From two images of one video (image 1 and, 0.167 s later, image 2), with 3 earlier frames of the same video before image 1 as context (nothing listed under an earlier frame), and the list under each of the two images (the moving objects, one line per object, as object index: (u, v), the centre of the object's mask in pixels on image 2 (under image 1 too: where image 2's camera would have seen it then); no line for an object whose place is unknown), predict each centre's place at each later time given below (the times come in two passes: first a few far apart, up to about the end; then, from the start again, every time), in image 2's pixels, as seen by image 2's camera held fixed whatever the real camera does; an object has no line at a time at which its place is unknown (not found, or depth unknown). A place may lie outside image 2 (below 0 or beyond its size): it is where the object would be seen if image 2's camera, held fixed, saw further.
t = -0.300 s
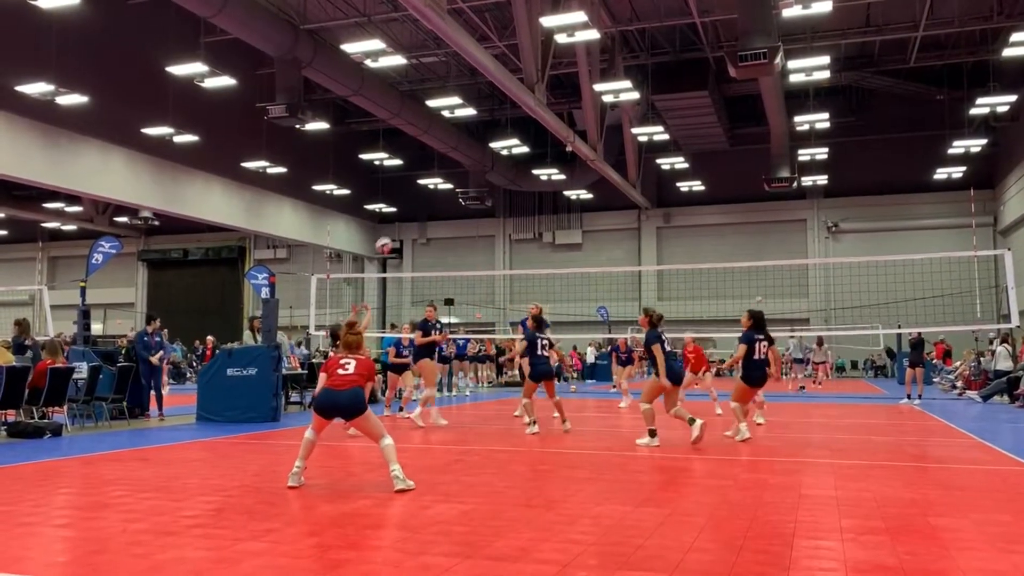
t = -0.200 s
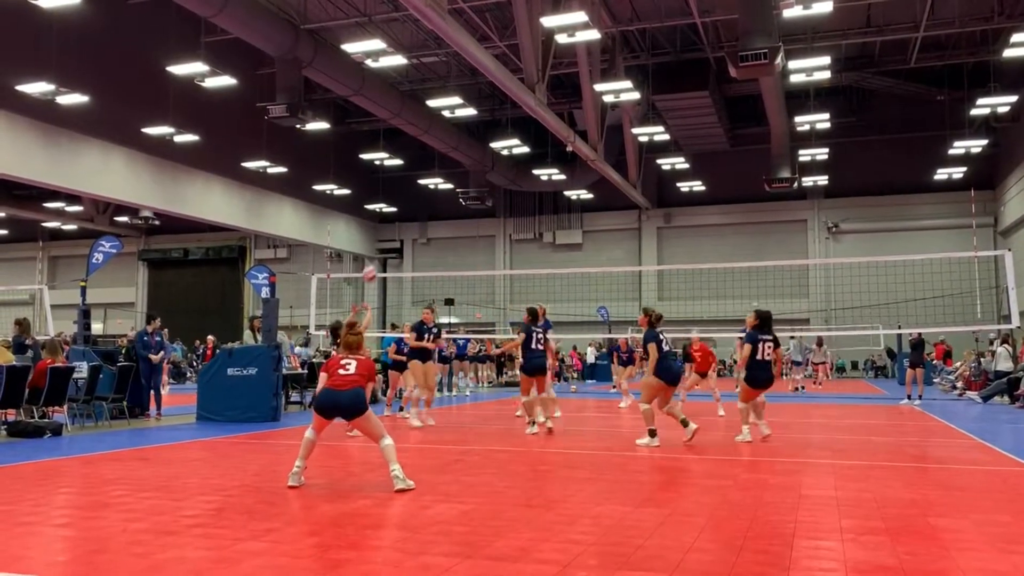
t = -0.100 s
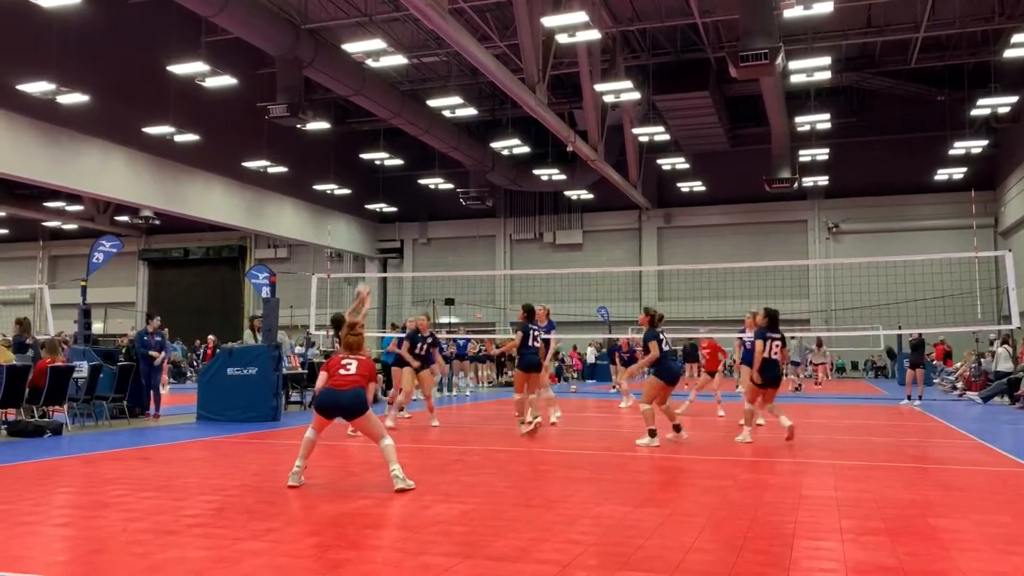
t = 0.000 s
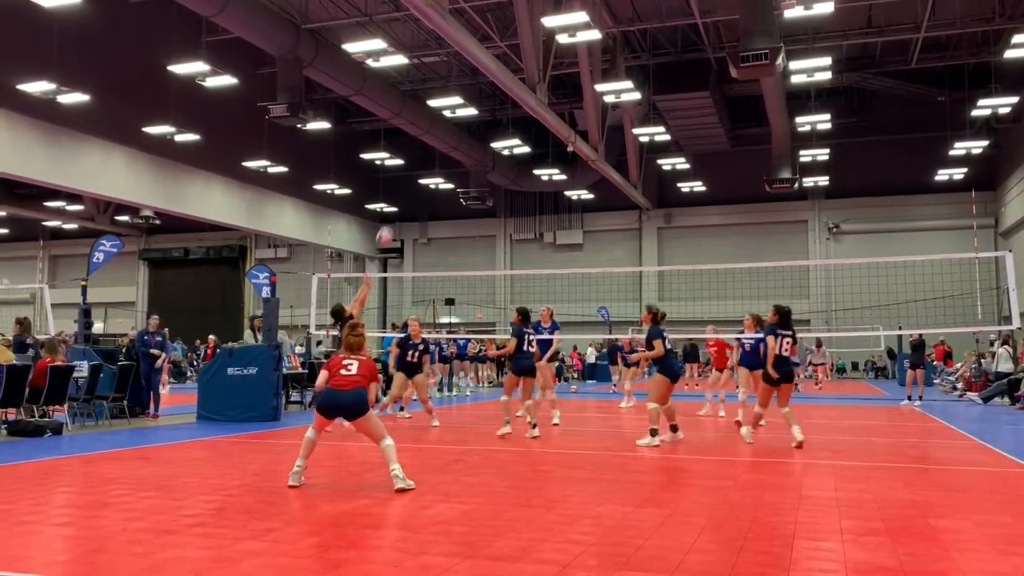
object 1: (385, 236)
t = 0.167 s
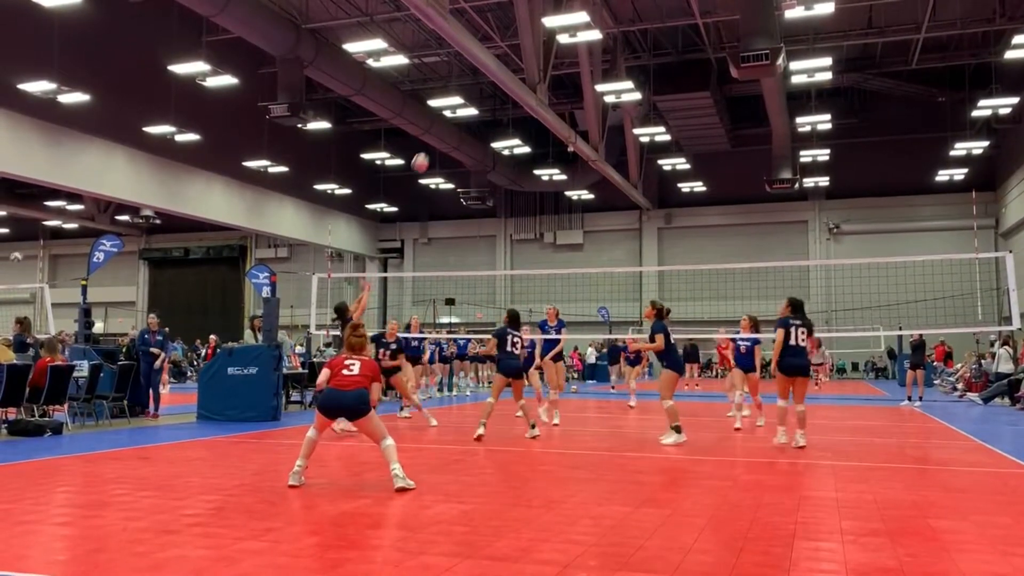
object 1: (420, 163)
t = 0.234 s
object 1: (433, 139)
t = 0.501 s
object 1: (483, 80)
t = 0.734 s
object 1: (526, 70)
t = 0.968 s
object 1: (568, 102)
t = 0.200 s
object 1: (426, 151)
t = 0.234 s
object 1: (433, 139)
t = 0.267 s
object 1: (440, 128)
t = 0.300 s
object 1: (445, 120)
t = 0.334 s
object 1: (452, 112)
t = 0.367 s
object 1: (460, 102)
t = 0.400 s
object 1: (465, 95)
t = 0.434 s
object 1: (471, 89)
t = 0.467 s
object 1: (477, 84)
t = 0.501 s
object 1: (483, 80)
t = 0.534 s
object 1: (489, 76)
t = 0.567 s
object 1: (495, 73)
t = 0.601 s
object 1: (502, 70)
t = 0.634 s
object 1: (508, 69)
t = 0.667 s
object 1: (514, 68)
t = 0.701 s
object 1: (520, 69)
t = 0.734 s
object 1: (526, 70)
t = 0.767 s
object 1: (532, 73)
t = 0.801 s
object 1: (538, 75)
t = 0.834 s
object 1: (544, 79)
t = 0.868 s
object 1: (550, 84)
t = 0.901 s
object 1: (556, 89)
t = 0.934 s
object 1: (562, 95)
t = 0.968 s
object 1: (568, 102)
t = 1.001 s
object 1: (574, 110)
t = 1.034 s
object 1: (580, 118)
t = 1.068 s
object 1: (586, 128)
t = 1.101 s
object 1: (592, 139)
